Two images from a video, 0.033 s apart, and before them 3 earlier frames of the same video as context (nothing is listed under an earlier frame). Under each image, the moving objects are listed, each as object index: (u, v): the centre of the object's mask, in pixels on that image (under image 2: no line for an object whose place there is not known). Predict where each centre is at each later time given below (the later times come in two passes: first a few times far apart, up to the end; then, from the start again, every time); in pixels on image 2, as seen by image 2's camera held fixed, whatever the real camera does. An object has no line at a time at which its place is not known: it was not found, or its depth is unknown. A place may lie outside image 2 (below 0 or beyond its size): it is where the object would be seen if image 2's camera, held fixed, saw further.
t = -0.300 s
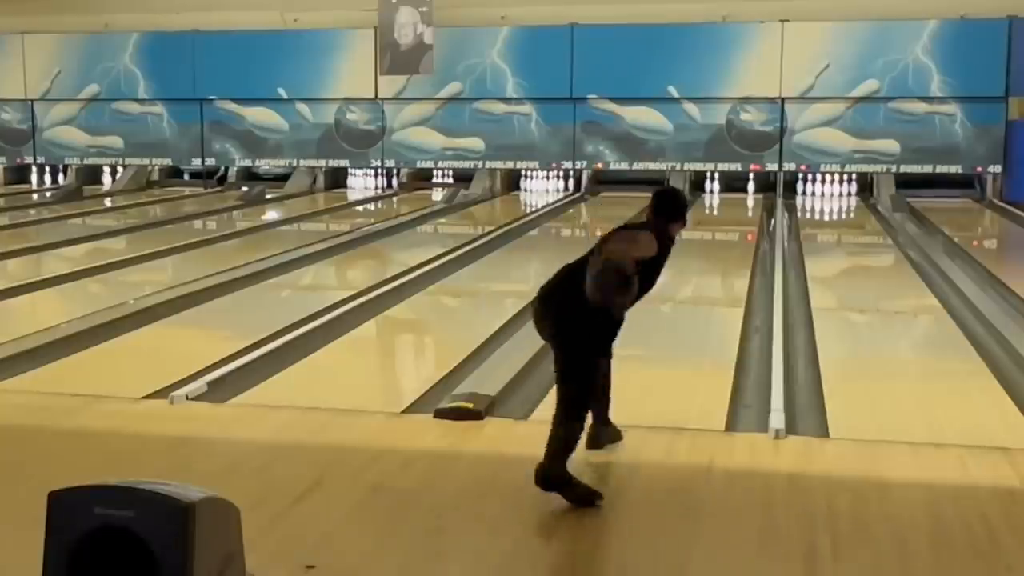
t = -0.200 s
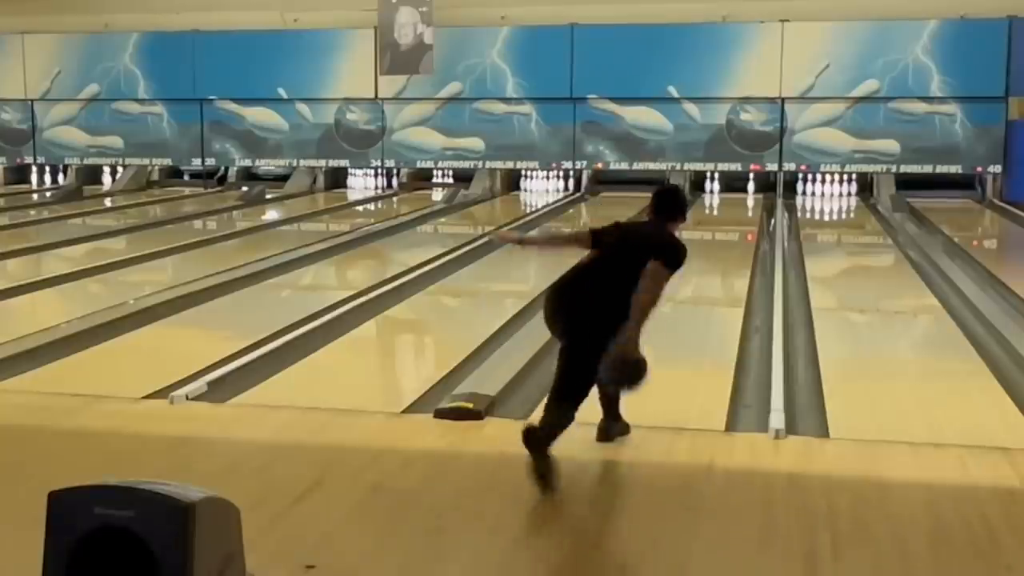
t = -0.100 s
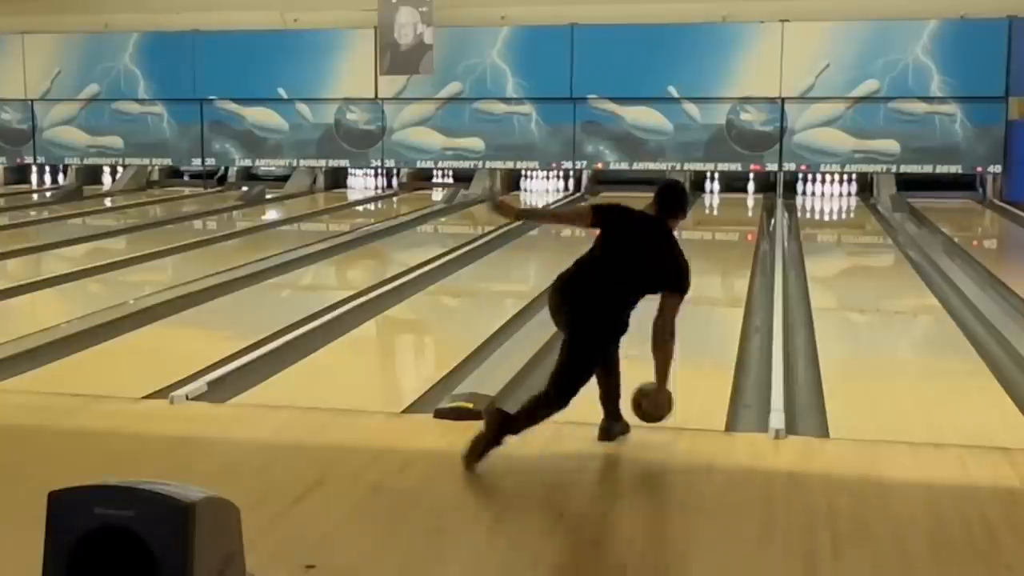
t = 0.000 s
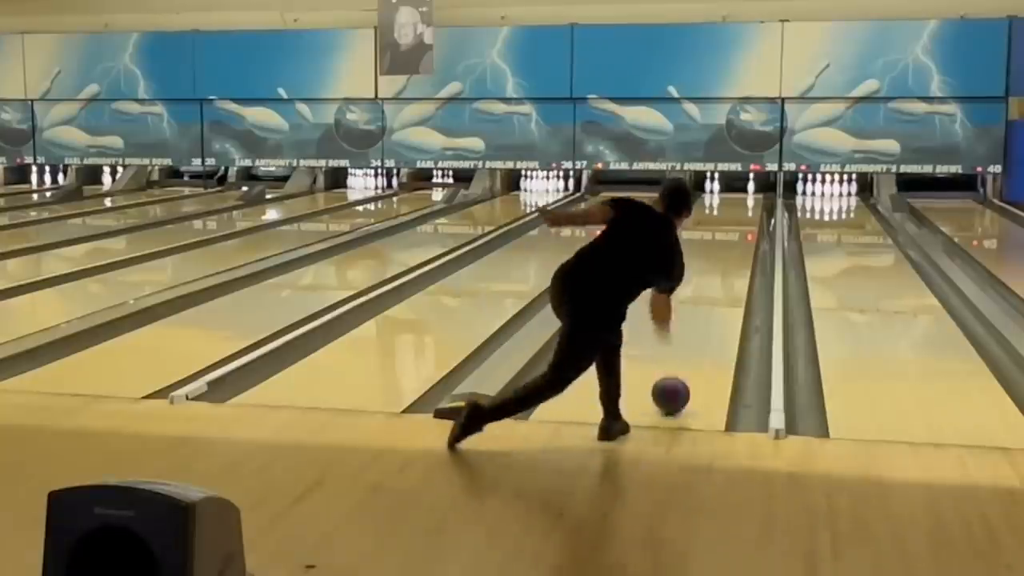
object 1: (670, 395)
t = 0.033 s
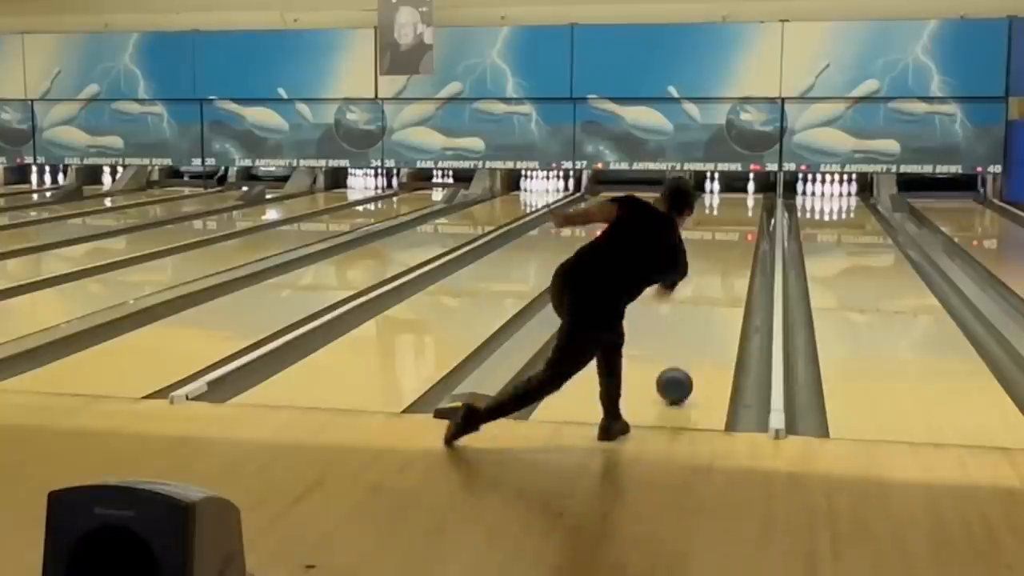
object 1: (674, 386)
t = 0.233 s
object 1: (693, 338)
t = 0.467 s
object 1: (707, 299)
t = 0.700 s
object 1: (718, 272)
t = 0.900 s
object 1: (724, 254)
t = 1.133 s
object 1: (729, 237)
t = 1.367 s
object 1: (733, 224)
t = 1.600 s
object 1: (736, 214)
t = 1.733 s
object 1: (736, 209)
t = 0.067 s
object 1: (678, 377)
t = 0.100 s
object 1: (681, 368)
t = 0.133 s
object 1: (684, 360)
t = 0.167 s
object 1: (687, 352)
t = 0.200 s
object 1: (690, 345)
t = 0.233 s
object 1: (693, 338)
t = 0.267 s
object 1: (695, 332)
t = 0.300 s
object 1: (697, 326)
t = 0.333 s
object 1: (699, 320)
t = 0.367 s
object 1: (702, 314)
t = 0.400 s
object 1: (704, 309)
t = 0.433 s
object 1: (705, 304)
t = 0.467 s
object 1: (707, 299)
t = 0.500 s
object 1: (709, 295)
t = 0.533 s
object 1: (711, 291)
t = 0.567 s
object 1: (712, 287)
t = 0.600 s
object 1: (714, 283)
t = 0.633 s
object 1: (715, 279)
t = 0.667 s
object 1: (716, 276)
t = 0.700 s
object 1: (718, 272)
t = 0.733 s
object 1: (718, 269)
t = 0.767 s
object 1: (720, 266)
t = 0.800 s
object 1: (721, 263)
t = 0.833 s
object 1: (722, 260)
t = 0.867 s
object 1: (723, 257)
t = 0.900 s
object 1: (724, 254)
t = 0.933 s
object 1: (724, 251)
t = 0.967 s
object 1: (725, 249)
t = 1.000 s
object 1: (726, 247)
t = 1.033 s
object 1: (727, 244)
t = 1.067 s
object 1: (728, 242)
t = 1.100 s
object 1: (729, 239)
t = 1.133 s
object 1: (729, 237)
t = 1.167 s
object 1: (730, 234)
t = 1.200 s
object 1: (730, 233)
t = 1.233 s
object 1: (731, 231)
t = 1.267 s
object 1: (732, 229)
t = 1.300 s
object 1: (732, 227)
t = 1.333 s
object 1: (733, 225)
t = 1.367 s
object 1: (733, 224)
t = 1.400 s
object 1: (734, 222)
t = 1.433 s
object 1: (734, 220)
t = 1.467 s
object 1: (735, 219)
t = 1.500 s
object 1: (735, 218)
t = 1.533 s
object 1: (735, 216)
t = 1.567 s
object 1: (735, 215)
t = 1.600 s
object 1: (736, 214)
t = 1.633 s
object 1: (736, 212)
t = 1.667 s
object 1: (736, 211)
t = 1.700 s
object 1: (736, 209)
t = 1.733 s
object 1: (736, 209)
